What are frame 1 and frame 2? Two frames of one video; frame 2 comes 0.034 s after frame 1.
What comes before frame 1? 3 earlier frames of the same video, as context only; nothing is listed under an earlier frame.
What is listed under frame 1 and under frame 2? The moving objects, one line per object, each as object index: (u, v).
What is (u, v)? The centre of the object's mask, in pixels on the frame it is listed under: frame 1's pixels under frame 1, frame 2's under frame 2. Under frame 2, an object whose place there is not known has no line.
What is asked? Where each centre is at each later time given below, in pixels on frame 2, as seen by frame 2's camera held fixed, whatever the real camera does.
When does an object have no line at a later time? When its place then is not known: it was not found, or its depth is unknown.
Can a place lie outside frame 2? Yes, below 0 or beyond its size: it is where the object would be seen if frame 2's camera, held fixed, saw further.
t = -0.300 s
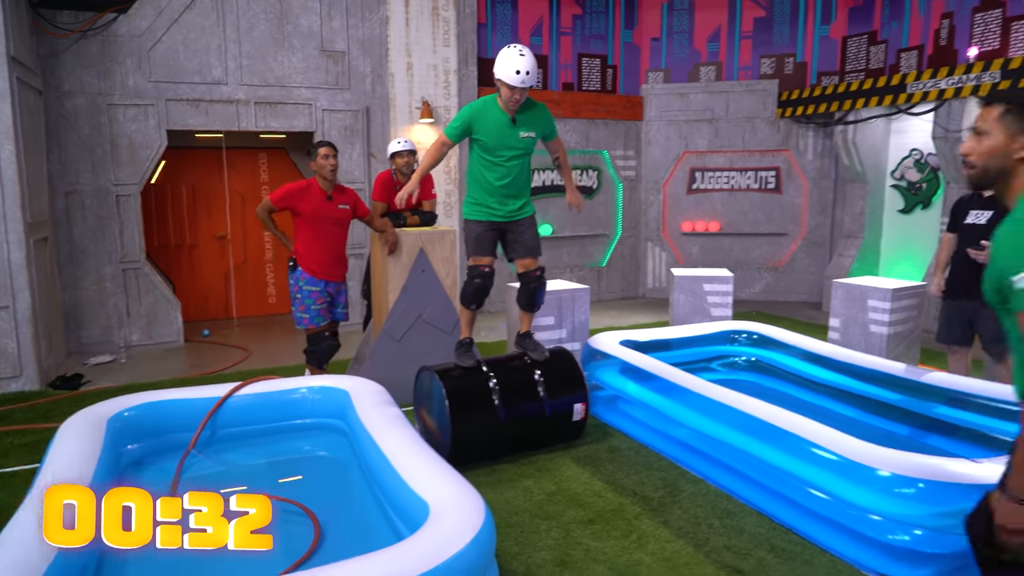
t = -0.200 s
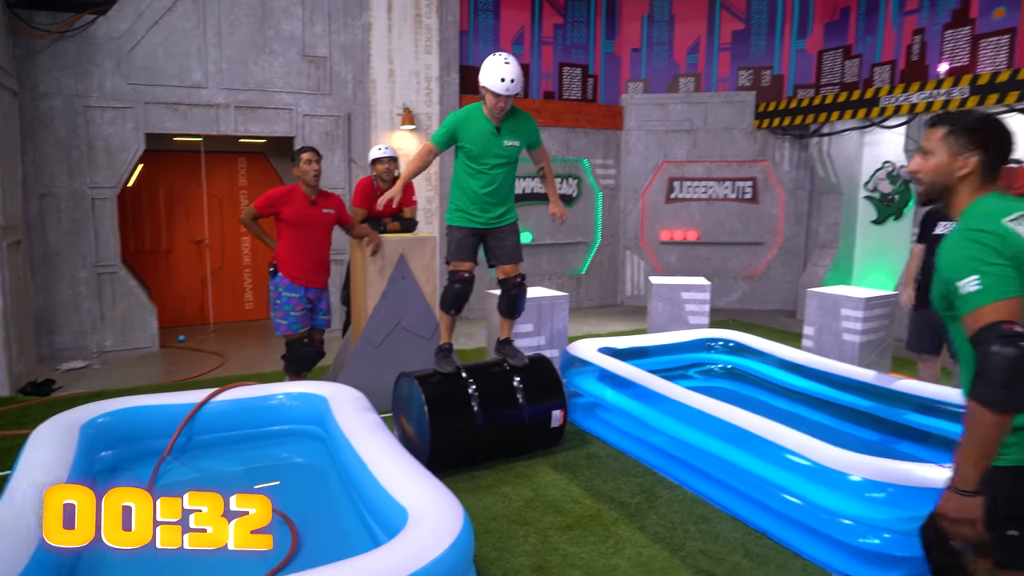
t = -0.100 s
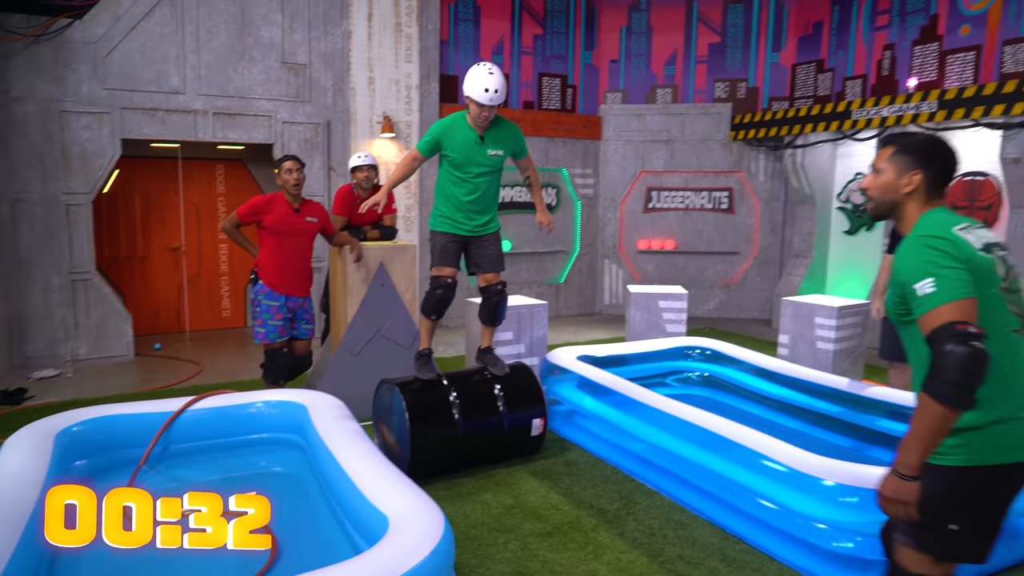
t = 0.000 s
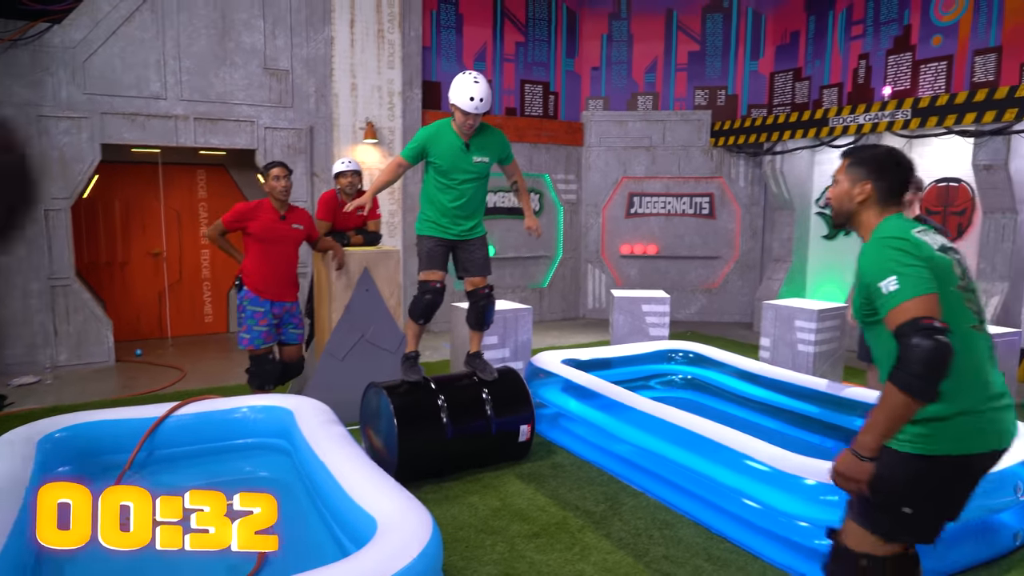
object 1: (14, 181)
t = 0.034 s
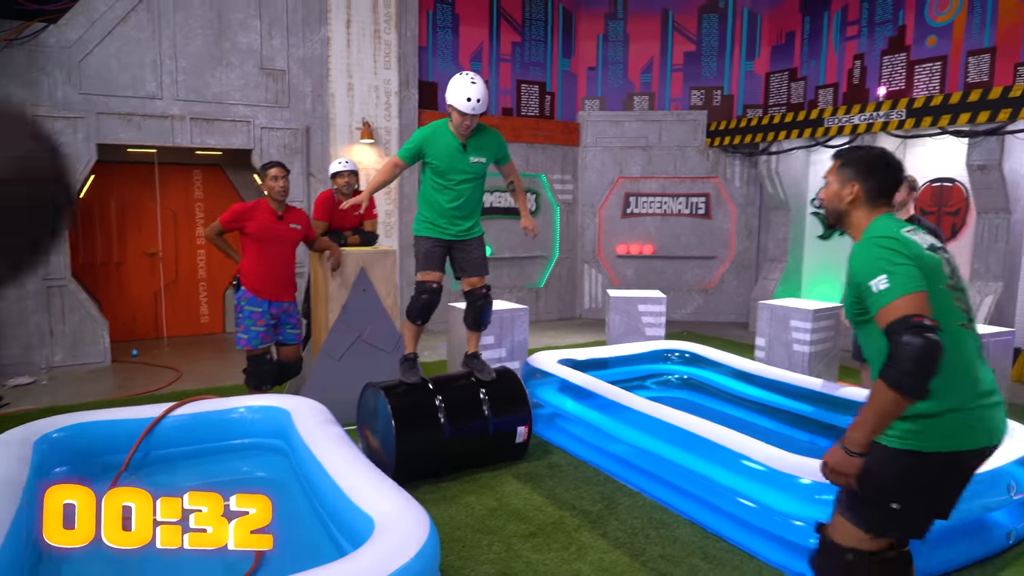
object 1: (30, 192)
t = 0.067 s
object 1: (44, 201)
